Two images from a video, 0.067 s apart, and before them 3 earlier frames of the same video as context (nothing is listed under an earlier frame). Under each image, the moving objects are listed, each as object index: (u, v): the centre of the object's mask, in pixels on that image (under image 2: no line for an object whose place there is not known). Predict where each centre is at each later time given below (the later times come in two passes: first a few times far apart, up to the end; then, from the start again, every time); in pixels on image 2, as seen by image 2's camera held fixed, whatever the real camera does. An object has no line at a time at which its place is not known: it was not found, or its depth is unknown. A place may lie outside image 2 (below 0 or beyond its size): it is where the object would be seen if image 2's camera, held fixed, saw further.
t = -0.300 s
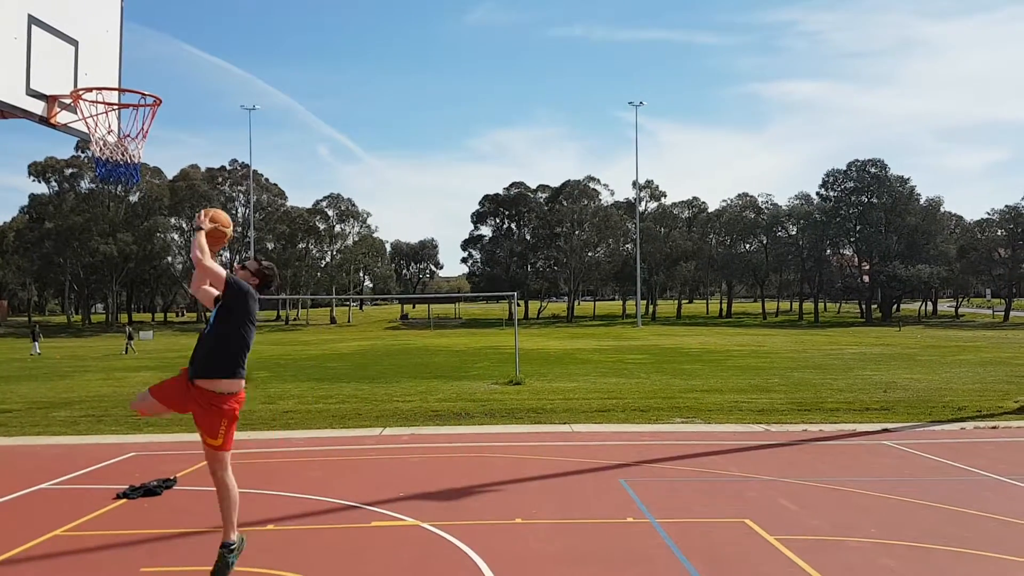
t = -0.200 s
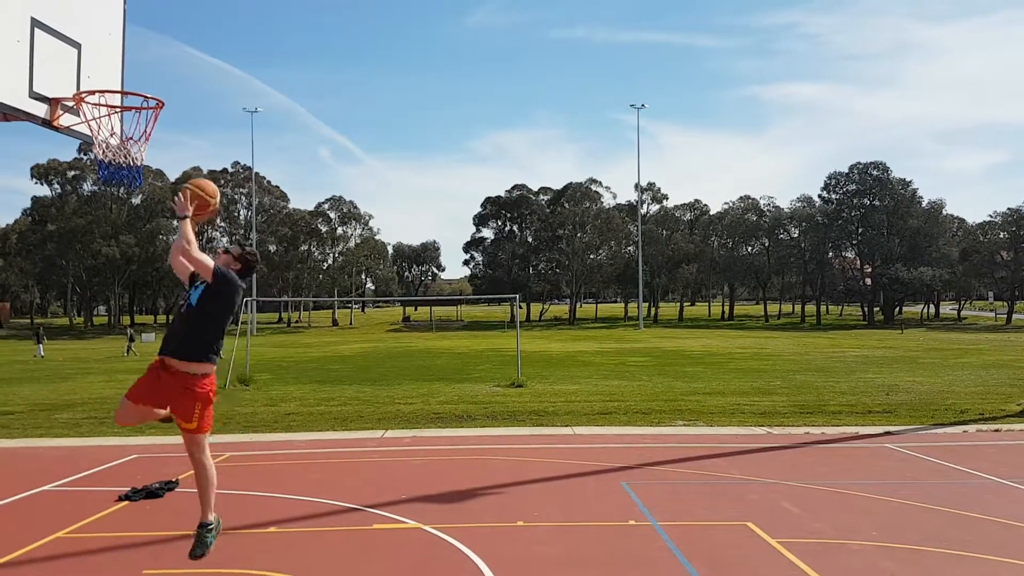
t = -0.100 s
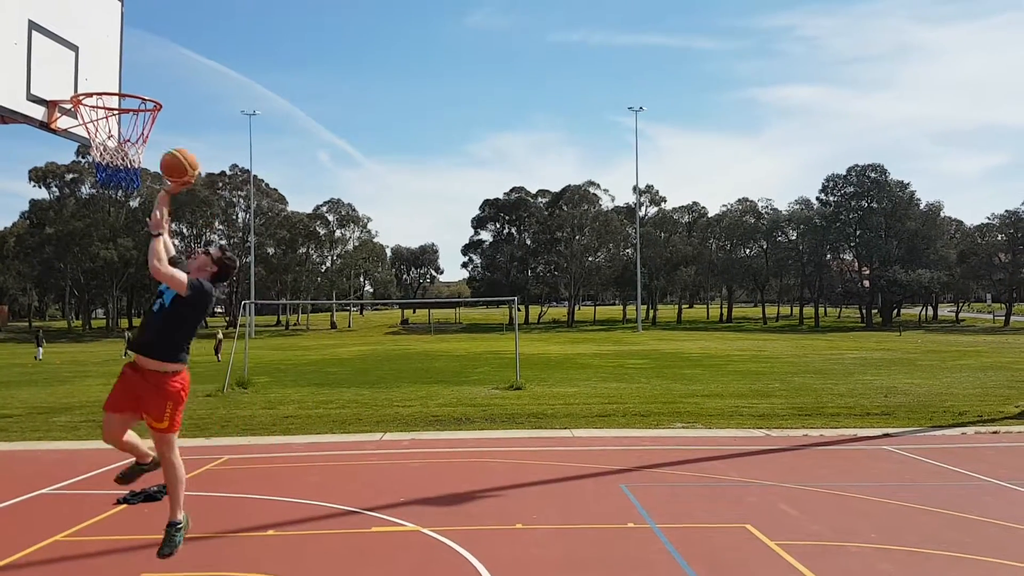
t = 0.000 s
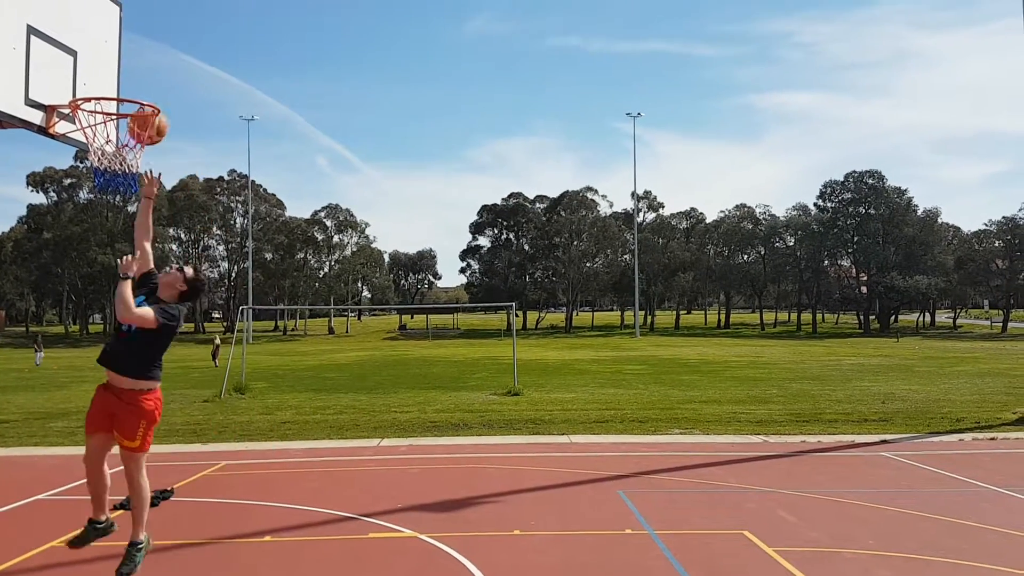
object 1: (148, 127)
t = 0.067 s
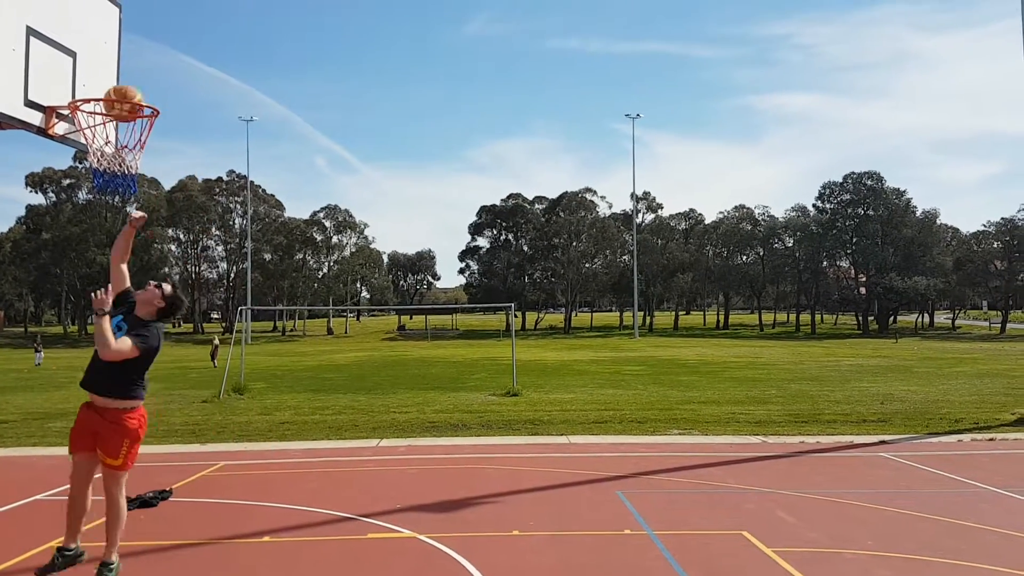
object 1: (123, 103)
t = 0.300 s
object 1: (120, 91)
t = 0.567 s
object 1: (117, 106)
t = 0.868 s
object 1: (86, 174)
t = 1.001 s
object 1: (91, 209)
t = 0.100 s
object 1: (112, 93)
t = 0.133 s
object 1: (100, 85)
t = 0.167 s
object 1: (98, 82)
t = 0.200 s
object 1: (104, 81)
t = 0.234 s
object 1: (110, 82)
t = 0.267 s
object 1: (115, 85)
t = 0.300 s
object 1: (120, 91)
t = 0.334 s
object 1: (125, 96)
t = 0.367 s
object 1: (127, 95)
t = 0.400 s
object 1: (130, 96)
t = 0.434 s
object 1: (132, 99)
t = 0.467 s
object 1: (135, 103)
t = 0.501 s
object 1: (130, 103)
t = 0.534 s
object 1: (123, 104)
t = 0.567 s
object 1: (117, 106)
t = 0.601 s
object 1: (110, 111)
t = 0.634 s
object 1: (104, 118)
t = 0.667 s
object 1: (96, 125)
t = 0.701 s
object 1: (91, 133)
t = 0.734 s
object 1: (87, 139)
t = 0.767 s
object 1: (86, 145)
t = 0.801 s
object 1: (86, 164)
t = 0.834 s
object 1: (84, 168)
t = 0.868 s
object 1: (86, 174)
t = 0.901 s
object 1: (86, 180)
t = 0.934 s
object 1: (88, 188)
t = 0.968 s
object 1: (90, 197)
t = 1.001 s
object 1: (91, 209)
